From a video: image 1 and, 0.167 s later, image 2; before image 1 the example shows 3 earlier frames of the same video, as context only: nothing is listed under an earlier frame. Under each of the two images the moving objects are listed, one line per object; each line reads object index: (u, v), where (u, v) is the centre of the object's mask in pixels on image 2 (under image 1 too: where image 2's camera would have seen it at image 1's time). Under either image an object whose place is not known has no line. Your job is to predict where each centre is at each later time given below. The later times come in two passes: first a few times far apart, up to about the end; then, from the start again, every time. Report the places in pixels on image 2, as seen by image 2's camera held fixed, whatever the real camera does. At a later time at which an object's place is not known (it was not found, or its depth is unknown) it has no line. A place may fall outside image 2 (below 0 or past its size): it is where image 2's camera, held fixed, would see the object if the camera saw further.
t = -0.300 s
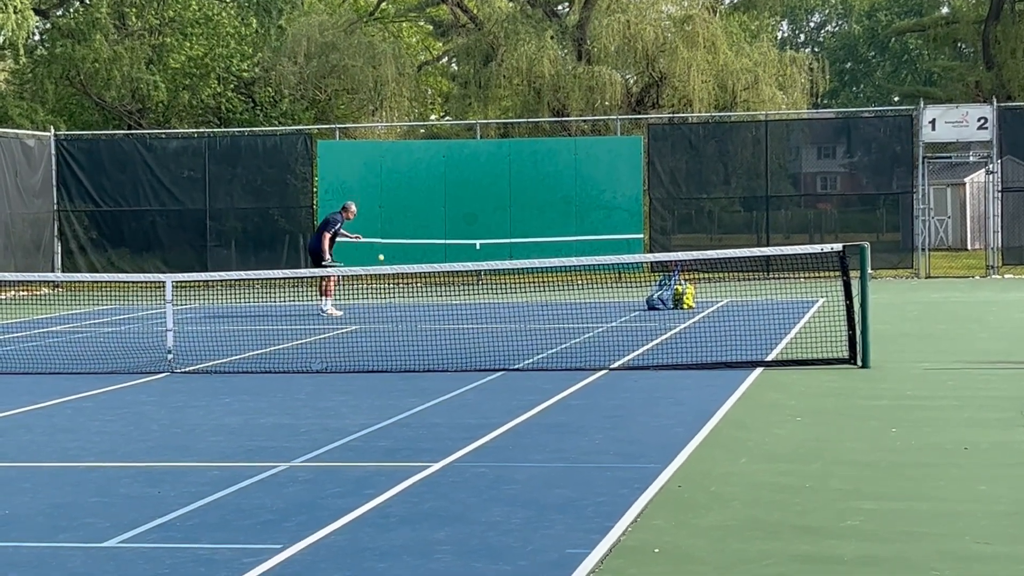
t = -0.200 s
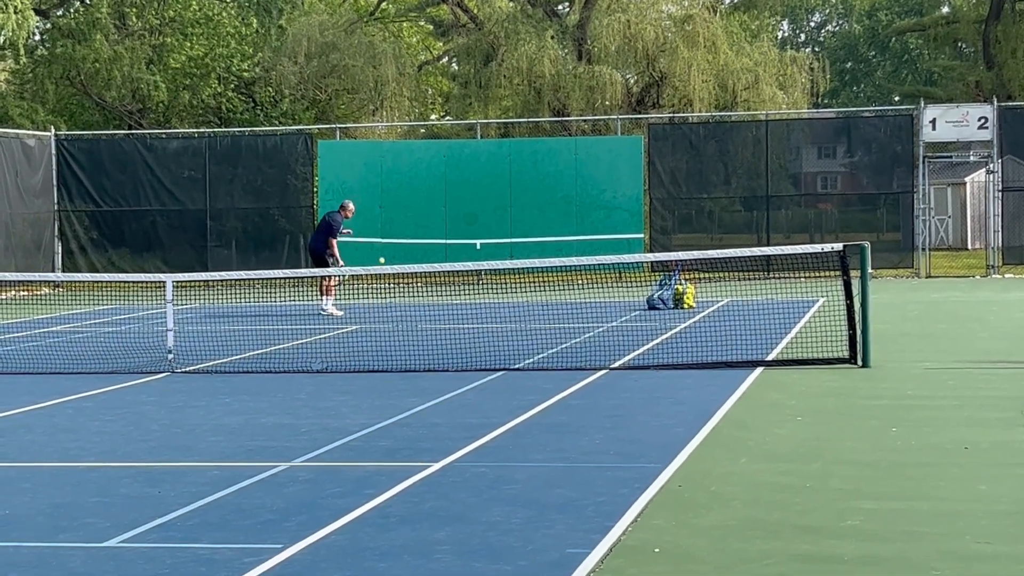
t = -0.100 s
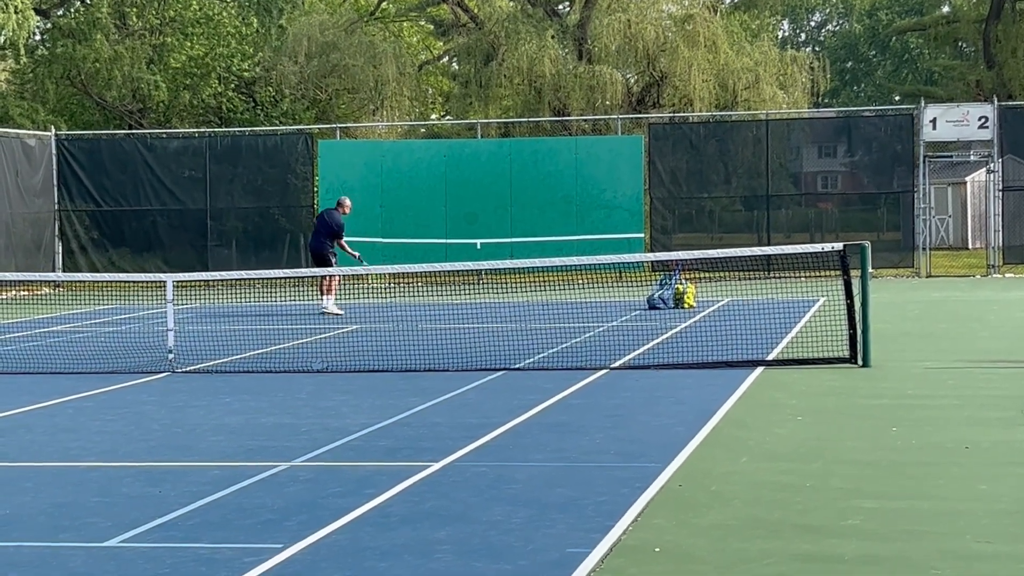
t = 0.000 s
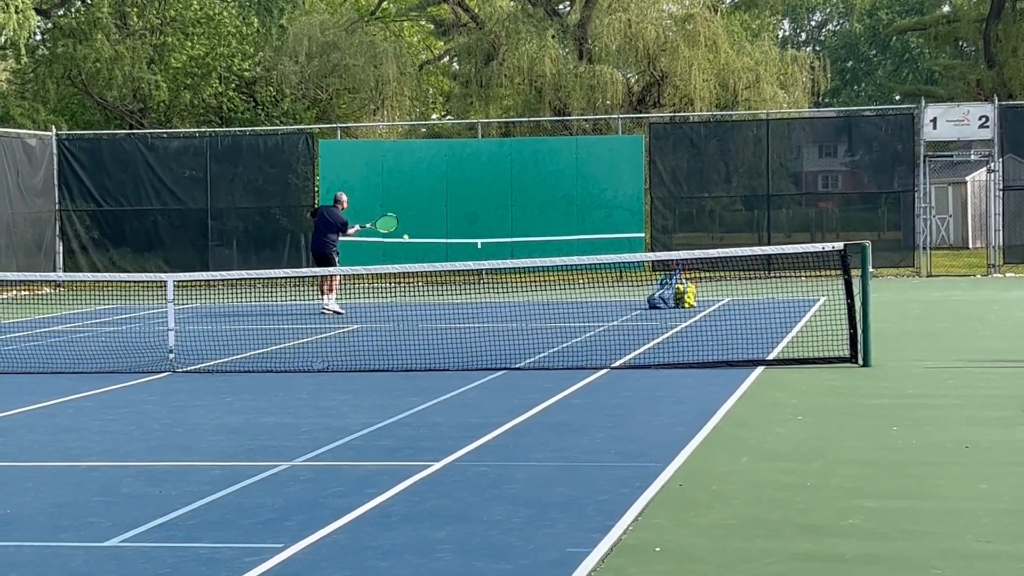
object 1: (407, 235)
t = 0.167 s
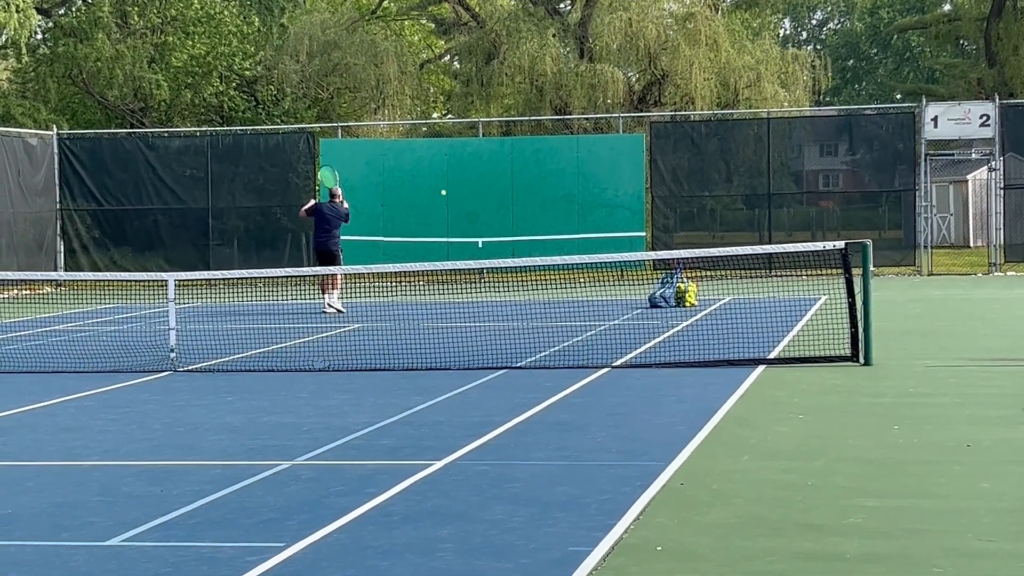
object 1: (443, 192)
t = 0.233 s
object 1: (456, 182)
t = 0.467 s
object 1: (492, 174)
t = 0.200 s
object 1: (450, 187)
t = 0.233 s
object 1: (456, 182)
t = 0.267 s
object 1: (462, 178)
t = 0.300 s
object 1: (467, 176)
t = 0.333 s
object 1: (473, 174)
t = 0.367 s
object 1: (478, 173)
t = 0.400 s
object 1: (483, 173)
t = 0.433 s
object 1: (488, 173)
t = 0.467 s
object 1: (492, 174)
